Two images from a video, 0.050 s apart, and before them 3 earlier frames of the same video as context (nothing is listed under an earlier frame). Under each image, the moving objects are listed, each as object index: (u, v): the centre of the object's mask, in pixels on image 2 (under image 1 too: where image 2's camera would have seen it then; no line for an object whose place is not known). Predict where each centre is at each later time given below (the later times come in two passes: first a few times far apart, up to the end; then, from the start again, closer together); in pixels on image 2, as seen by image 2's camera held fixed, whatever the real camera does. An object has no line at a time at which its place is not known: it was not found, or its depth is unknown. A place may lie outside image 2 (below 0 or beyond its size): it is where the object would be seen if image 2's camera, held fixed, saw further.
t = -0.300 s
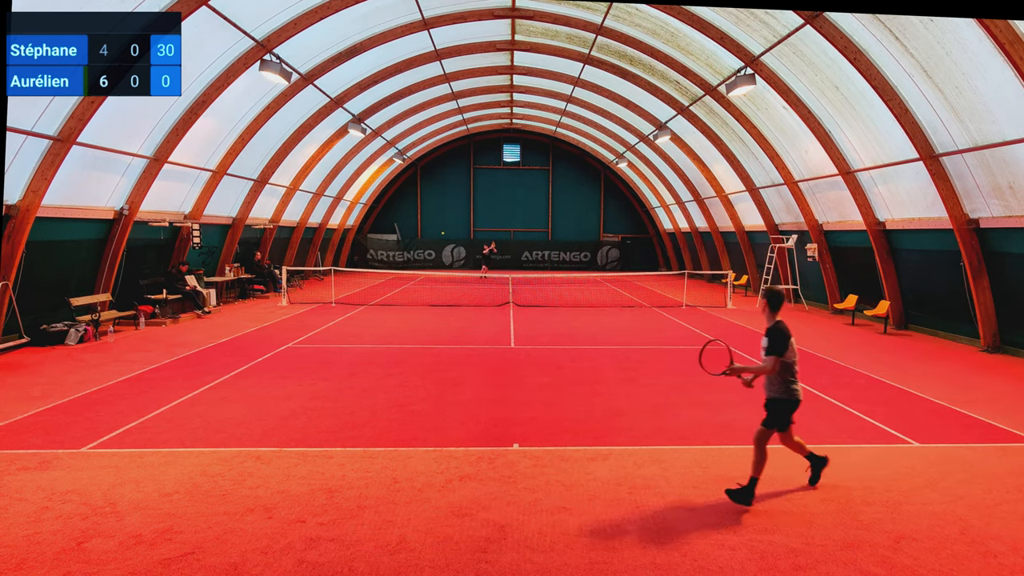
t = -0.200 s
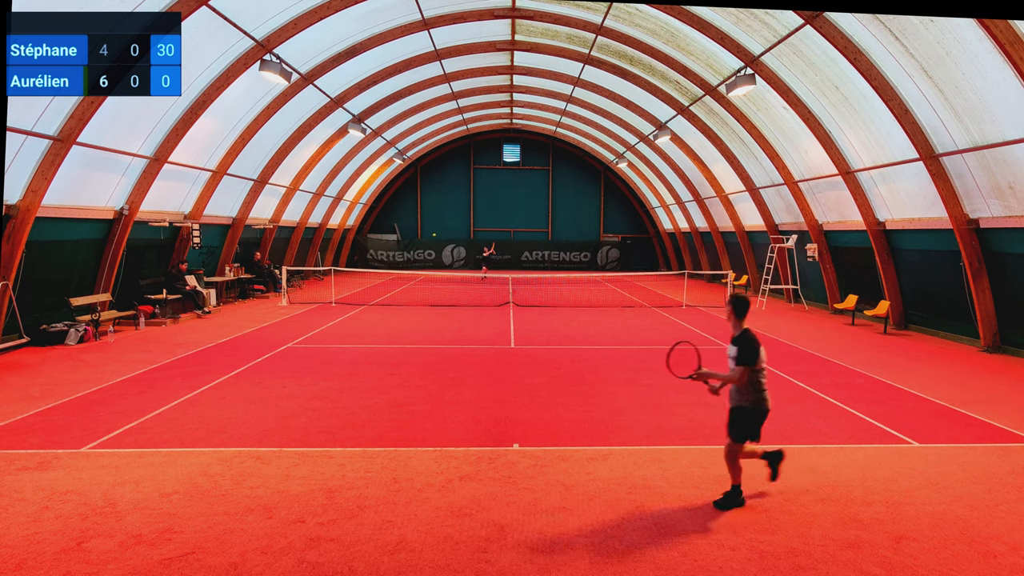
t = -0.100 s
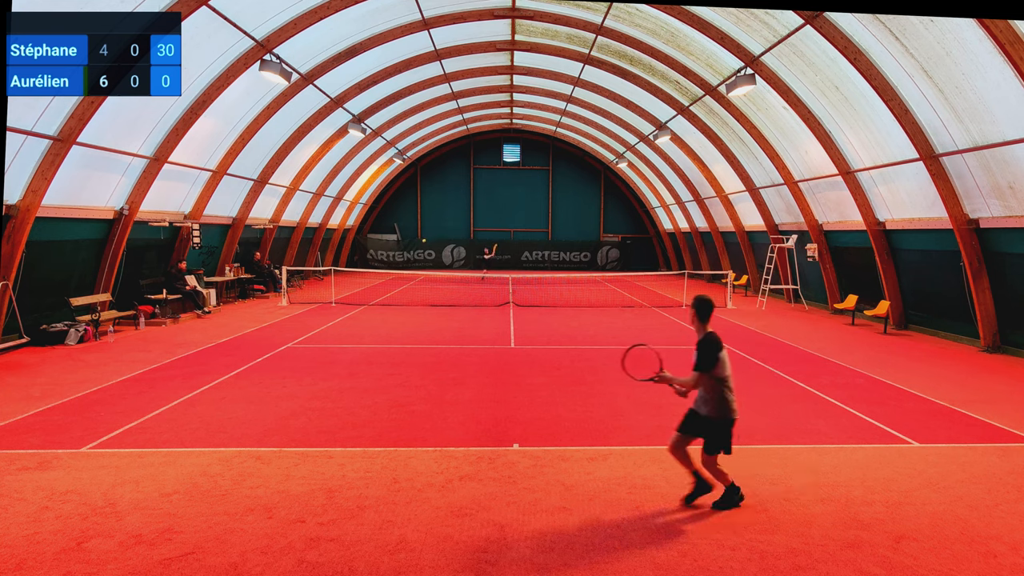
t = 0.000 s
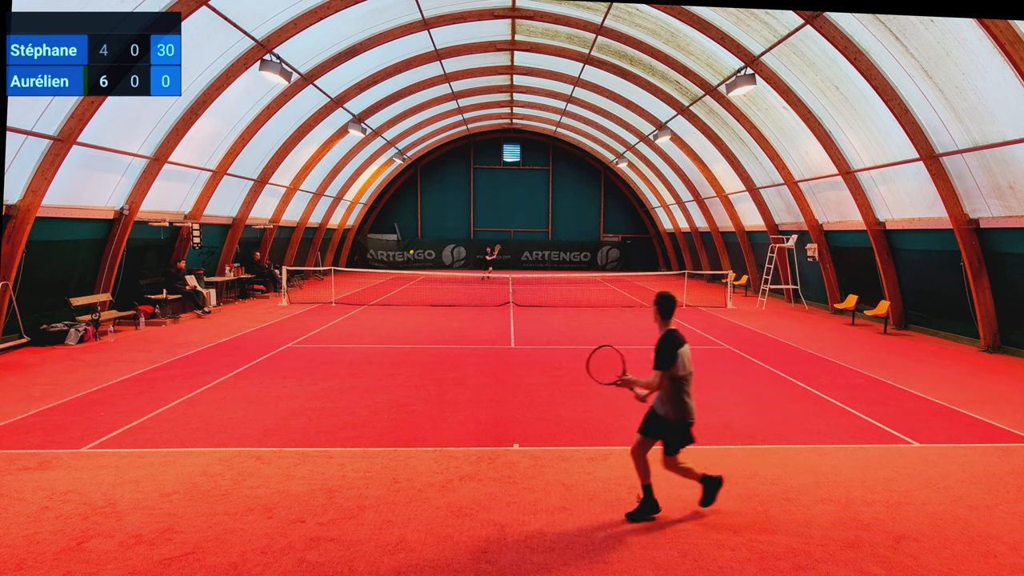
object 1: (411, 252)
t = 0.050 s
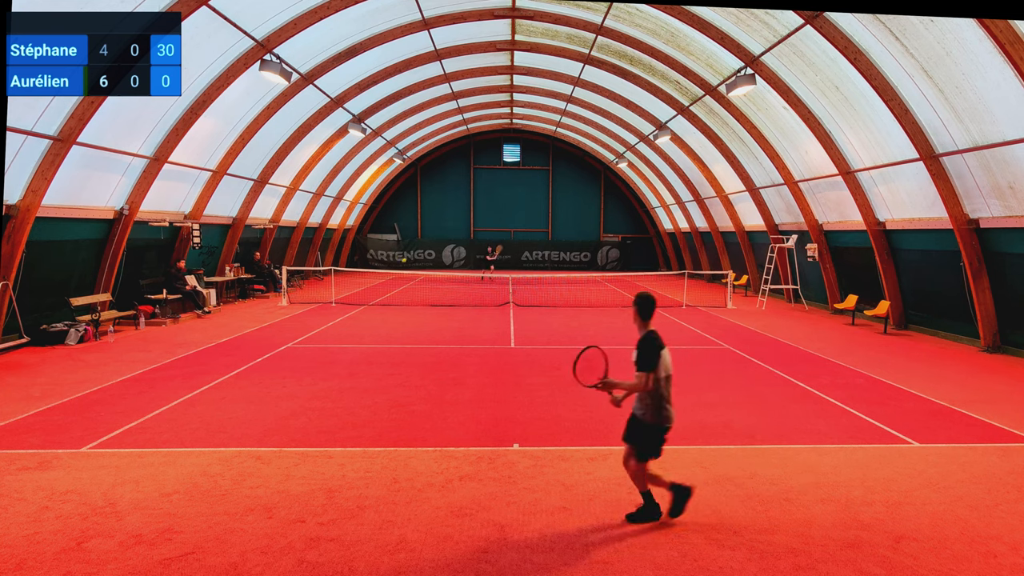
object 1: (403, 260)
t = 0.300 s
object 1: (351, 342)
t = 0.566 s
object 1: (295, 348)
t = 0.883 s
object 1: (201, 373)
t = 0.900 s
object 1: (193, 379)
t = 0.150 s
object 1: (386, 284)
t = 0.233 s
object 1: (368, 312)
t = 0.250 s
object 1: (364, 319)
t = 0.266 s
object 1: (360, 326)
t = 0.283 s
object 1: (355, 335)
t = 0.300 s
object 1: (351, 342)
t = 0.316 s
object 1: (346, 351)
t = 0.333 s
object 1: (341, 361)
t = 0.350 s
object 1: (336, 371)
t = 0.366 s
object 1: (331, 380)
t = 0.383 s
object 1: (328, 377)
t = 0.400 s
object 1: (325, 373)
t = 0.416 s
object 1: (322, 370)
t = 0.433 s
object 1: (319, 365)
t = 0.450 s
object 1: (317, 364)
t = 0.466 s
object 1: (315, 361)
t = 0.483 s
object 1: (311, 359)
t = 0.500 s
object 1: (309, 356)
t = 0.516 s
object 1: (305, 354)
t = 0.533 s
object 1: (302, 352)
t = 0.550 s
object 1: (299, 350)
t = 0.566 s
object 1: (295, 348)
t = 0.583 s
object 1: (291, 347)
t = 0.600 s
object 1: (288, 345)
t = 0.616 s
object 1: (284, 344)
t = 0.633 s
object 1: (280, 344)
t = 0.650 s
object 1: (276, 343)
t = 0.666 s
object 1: (272, 343)
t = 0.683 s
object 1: (267, 342)
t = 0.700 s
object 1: (263, 343)
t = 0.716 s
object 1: (258, 344)
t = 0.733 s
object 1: (253, 344)
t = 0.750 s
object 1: (248, 346)
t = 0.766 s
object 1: (243, 348)
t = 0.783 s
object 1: (237, 350)
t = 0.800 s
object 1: (232, 353)
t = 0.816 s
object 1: (226, 355)
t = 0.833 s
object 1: (220, 359)
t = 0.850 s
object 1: (214, 363)
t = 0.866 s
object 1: (208, 367)
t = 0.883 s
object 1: (201, 373)
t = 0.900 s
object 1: (193, 379)
